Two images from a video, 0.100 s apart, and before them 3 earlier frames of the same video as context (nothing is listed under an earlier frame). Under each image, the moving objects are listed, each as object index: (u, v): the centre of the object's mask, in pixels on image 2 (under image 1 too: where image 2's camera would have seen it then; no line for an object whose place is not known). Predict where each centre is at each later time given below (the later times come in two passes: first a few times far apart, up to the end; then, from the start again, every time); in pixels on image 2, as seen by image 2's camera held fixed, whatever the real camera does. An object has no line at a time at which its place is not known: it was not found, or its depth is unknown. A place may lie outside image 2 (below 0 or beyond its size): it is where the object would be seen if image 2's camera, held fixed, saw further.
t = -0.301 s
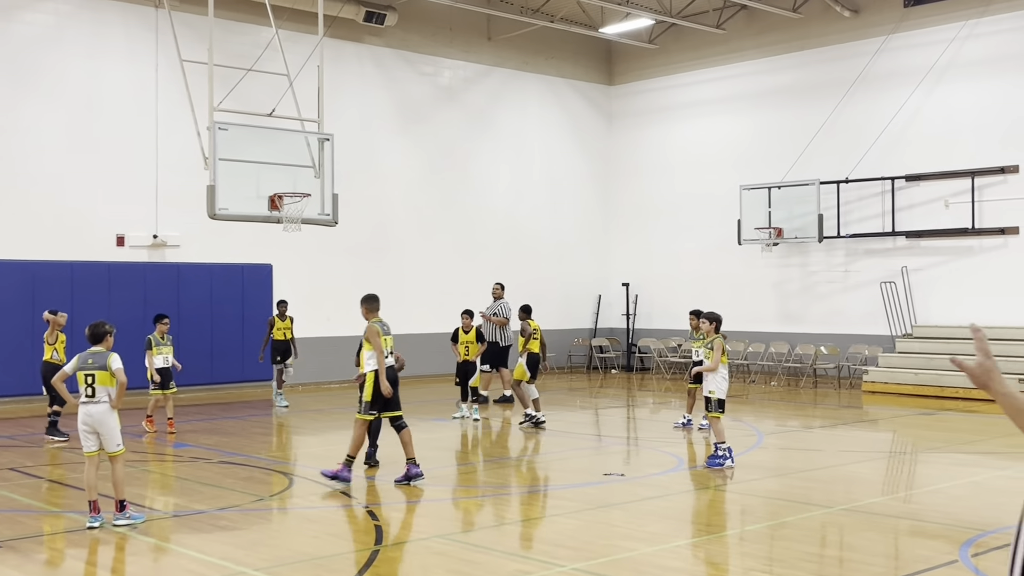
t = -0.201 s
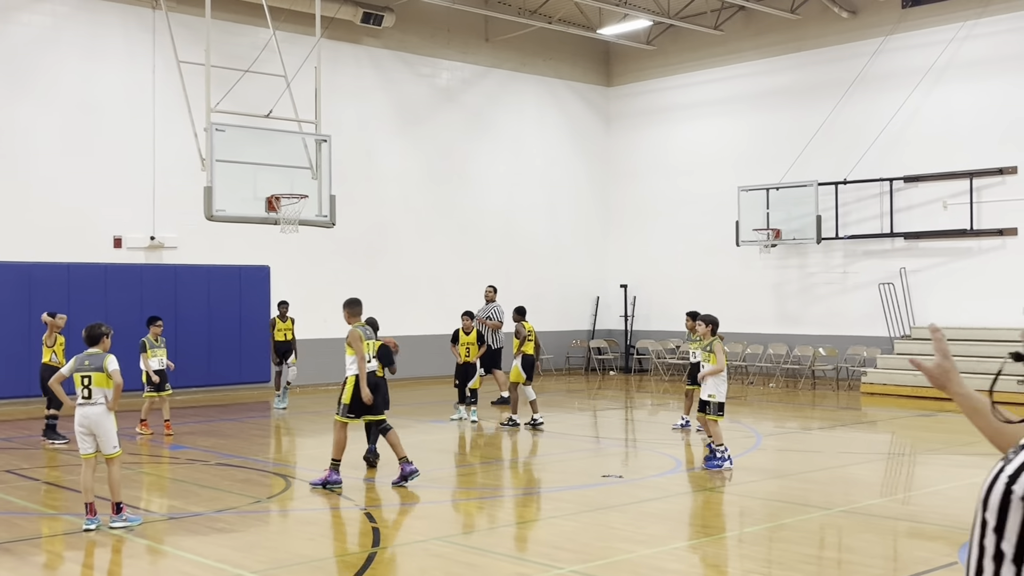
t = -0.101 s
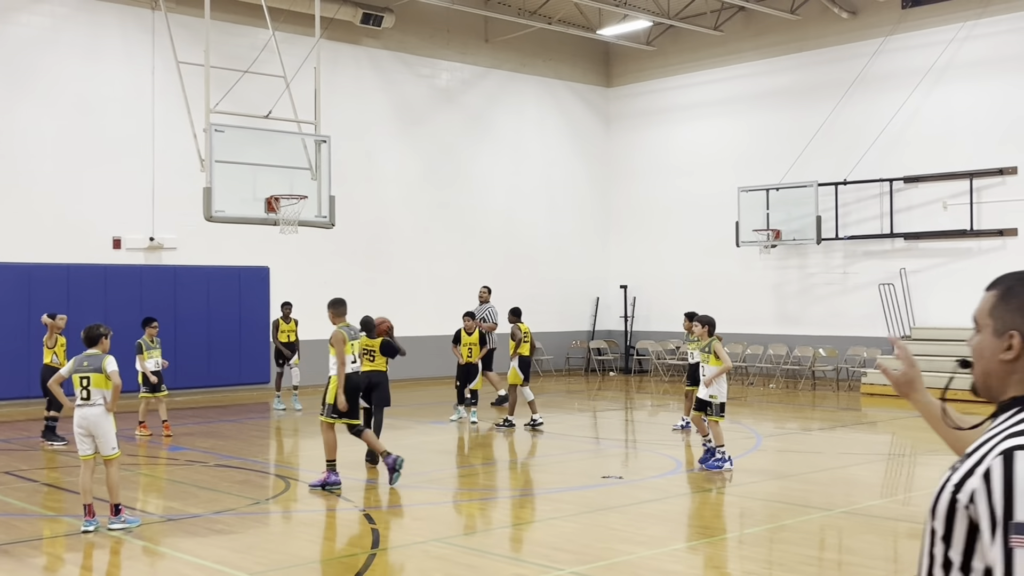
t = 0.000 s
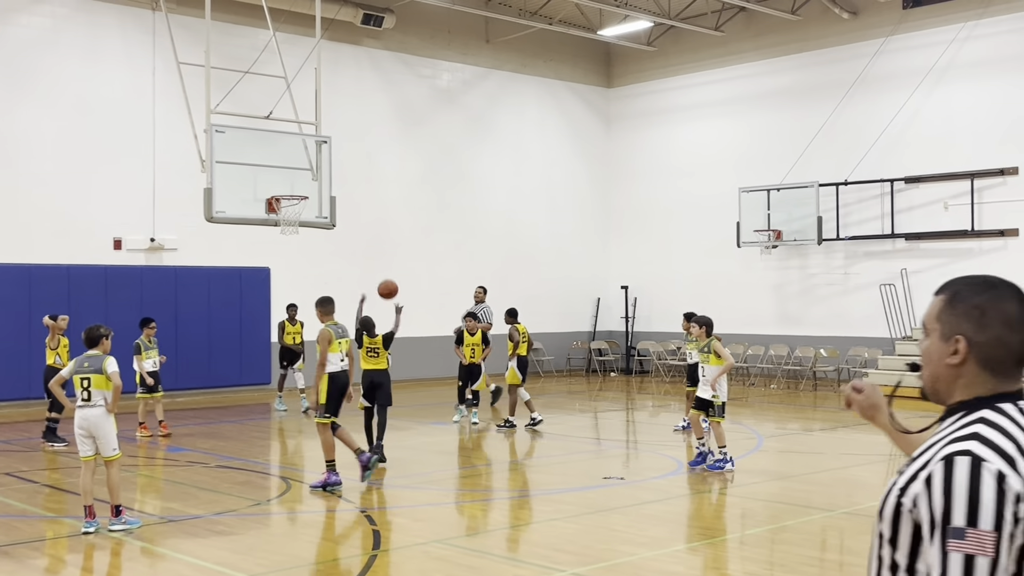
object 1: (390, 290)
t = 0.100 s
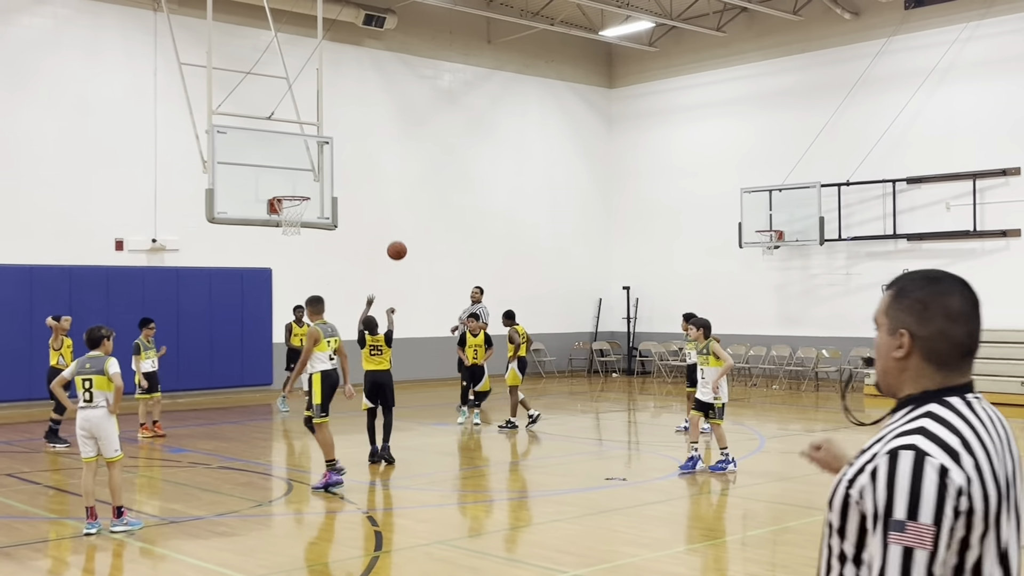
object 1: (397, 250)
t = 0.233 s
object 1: (405, 215)
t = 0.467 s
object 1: (417, 192)
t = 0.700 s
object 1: (427, 209)
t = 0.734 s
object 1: (428, 214)
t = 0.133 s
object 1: (399, 240)
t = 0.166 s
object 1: (401, 230)
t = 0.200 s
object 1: (403, 222)
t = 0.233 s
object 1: (405, 215)
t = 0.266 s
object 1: (407, 209)
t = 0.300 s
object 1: (409, 204)
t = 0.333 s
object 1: (410, 200)
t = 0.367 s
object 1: (412, 196)
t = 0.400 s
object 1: (413, 194)
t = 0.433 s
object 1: (415, 193)
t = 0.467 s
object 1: (417, 192)
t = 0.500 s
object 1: (418, 192)
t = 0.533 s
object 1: (420, 193)
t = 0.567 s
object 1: (421, 195)
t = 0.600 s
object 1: (422, 197)
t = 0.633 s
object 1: (423, 201)
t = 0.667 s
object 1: (426, 204)
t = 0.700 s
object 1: (427, 209)
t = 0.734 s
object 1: (428, 214)
